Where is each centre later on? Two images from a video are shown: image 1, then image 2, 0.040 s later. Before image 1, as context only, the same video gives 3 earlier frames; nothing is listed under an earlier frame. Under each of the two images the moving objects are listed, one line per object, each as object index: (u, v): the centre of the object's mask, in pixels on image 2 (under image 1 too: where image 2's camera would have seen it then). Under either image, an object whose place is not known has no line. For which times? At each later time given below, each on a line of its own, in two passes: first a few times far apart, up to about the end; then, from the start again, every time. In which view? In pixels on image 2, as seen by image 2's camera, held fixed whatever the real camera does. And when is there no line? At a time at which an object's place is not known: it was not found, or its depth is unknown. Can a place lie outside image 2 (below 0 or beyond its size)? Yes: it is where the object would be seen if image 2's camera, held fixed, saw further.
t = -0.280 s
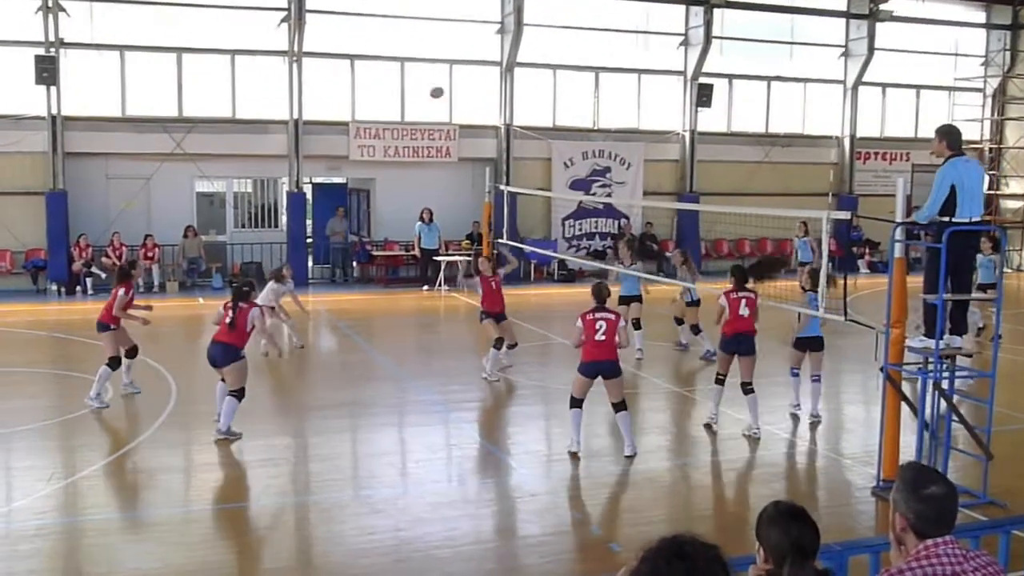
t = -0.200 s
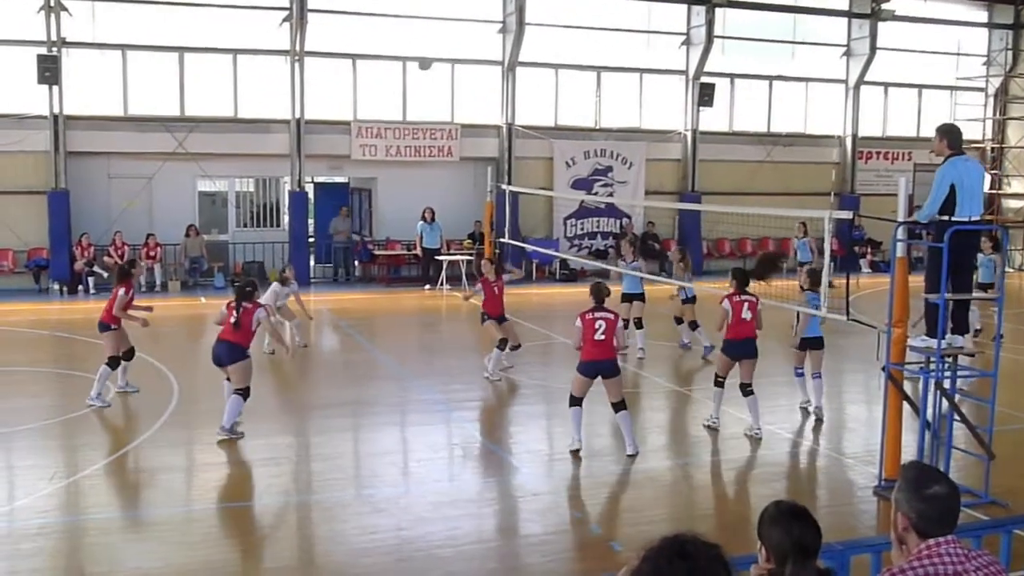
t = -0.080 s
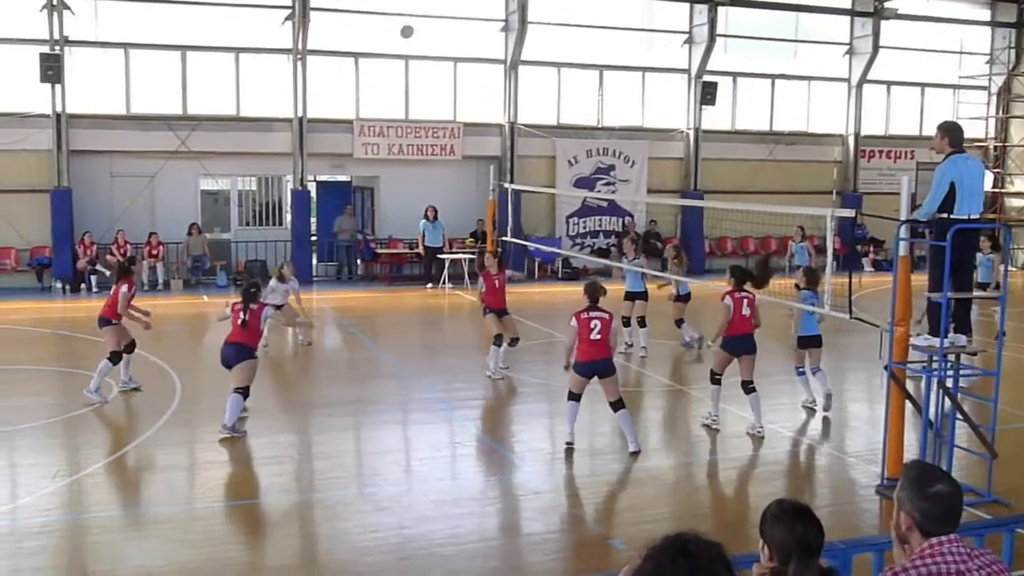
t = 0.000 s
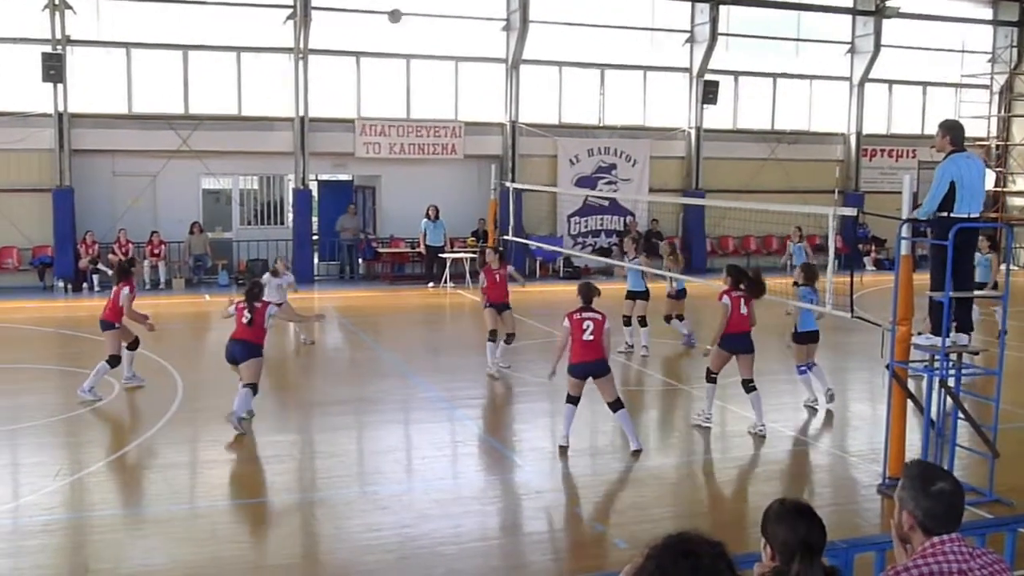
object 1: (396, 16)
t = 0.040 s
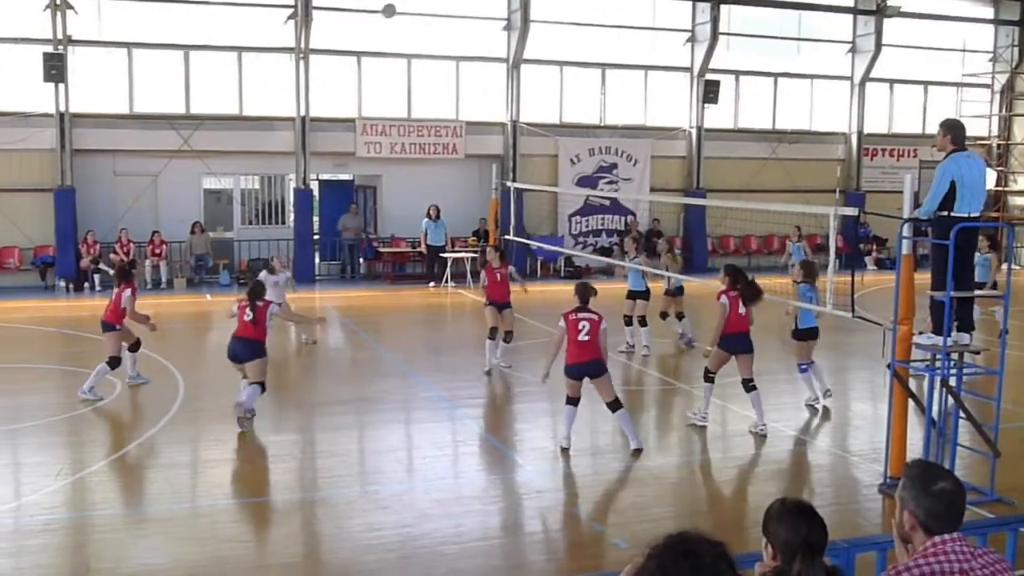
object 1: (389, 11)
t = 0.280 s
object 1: (347, 8)
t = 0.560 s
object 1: (301, 57)
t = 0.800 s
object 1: (268, 143)
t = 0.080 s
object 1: (382, 7)
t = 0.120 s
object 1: (374, 6)
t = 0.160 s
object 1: (368, 6)
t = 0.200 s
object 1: (361, 6)
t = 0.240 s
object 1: (354, 6)
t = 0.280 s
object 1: (347, 8)
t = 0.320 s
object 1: (341, 9)
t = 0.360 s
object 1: (334, 14)
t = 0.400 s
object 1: (328, 20)
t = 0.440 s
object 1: (322, 26)
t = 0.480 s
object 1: (316, 34)
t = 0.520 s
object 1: (309, 43)
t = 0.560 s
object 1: (301, 57)
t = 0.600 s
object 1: (297, 67)
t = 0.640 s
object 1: (291, 80)
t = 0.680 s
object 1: (285, 94)
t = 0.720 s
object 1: (279, 110)
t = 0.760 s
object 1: (274, 127)
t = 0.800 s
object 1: (268, 143)
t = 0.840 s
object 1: (264, 163)
